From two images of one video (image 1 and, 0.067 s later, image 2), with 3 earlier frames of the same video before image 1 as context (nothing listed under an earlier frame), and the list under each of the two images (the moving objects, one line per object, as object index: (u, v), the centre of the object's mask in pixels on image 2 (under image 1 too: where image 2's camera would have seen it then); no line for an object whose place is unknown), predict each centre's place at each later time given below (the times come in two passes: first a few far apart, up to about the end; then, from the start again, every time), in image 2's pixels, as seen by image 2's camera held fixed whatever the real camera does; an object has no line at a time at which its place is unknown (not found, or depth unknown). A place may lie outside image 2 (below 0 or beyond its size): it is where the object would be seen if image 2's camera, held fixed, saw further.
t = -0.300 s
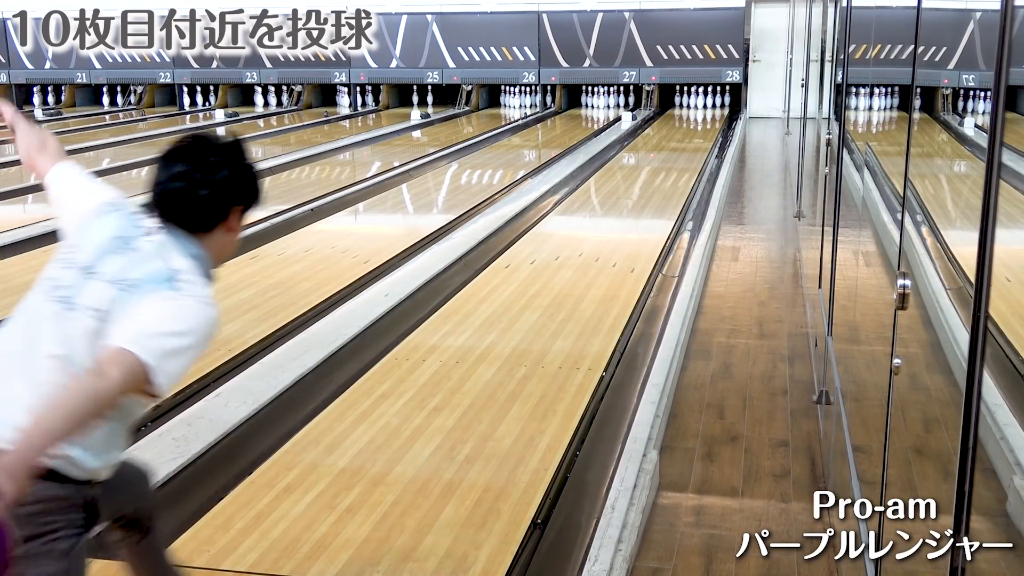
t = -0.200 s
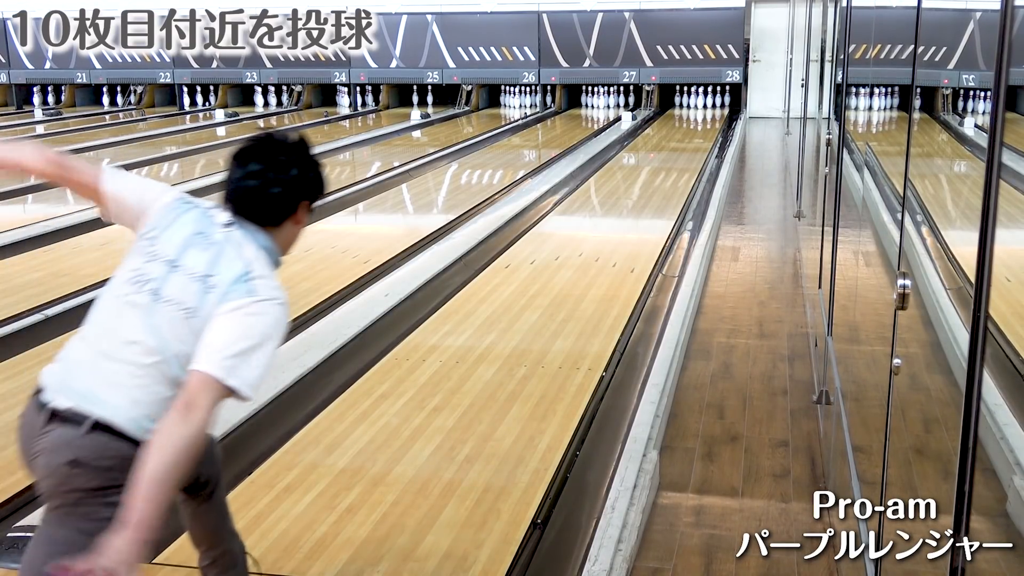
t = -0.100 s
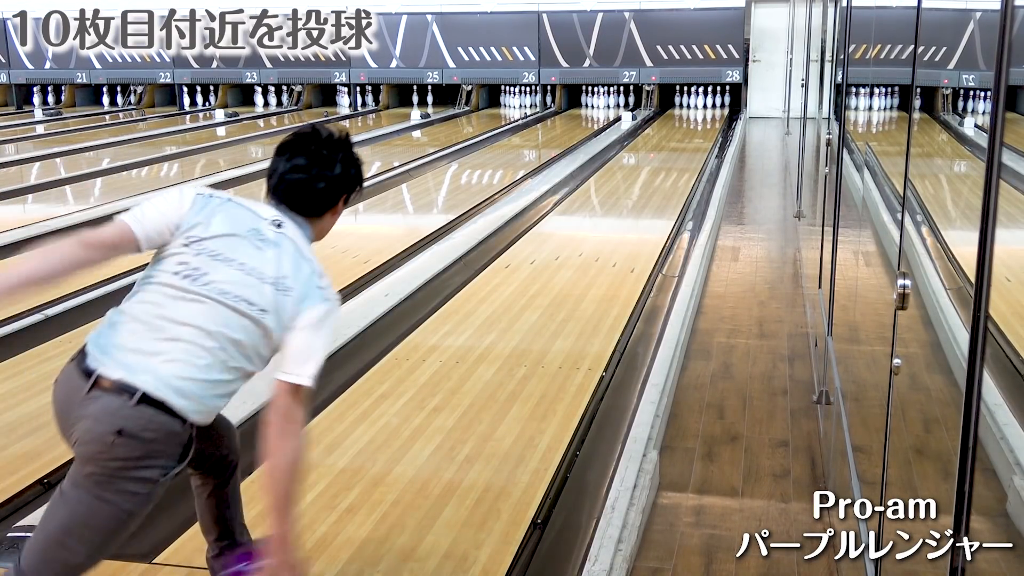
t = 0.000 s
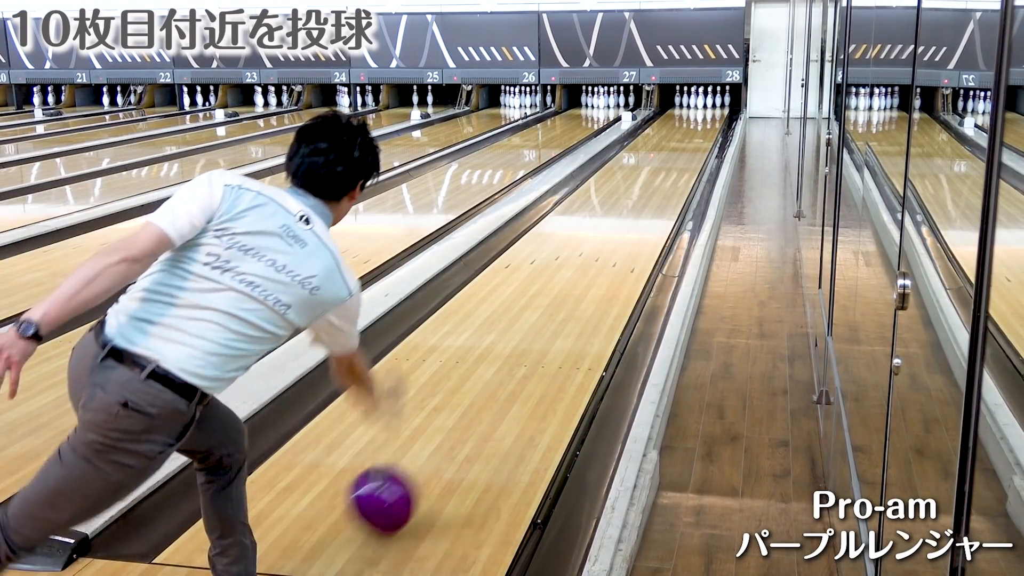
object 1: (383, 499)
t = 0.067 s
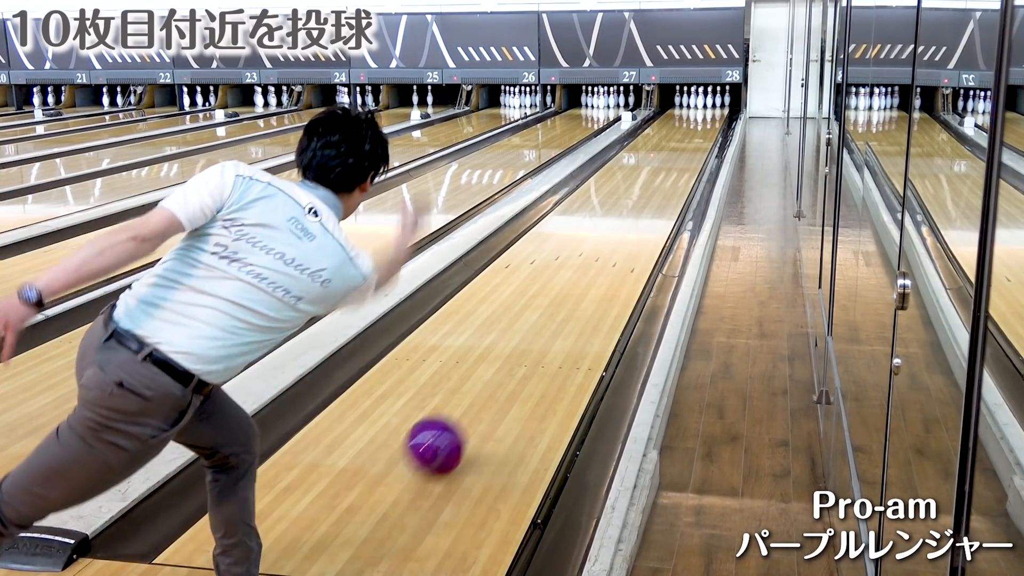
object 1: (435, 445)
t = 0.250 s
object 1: (531, 338)
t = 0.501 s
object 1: (601, 258)
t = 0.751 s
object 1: (642, 209)
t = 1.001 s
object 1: (668, 178)
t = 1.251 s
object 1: (685, 156)
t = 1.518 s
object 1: (697, 138)
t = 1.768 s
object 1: (703, 126)
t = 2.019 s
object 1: (704, 116)
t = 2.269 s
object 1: (702, 108)
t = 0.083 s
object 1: (446, 433)
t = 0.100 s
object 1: (457, 421)
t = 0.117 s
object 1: (467, 409)
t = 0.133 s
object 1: (477, 399)
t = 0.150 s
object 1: (486, 389)
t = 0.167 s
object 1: (494, 379)
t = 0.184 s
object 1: (503, 370)
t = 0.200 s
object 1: (510, 362)
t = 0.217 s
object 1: (517, 354)
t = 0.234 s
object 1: (524, 346)
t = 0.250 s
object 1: (531, 338)
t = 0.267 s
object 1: (537, 331)
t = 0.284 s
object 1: (543, 324)
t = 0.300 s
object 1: (549, 318)
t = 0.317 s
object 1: (554, 311)
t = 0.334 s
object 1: (559, 306)
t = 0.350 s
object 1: (564, 300)
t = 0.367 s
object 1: (569, 295)
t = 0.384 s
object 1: (574, 289)
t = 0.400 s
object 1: (578, 284)
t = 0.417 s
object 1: (582, 279)
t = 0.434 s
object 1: (587, 274)
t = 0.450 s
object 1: (591, 270)
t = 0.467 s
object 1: (594, 266)
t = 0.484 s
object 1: (598, 262)
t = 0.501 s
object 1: (601, 258)
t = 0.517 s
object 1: (605, 253)
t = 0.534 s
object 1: (608, 250)
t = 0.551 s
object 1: (611, 246)
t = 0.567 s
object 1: (614, 242)
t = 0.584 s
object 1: (617, 239)
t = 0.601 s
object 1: (620, 235)
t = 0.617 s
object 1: (623, 232)
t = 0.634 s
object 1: (626, 229)
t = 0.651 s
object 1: (628, 226)
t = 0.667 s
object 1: (631, 223)
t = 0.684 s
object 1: (633, 220)
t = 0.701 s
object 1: (636, 217)
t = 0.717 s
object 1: (638, 215)
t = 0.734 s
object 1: (640, 212)
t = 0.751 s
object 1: (642, 209)
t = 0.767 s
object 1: (644, 207)
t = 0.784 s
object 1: (647, 205)
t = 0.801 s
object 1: (648, 202)
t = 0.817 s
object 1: (650, 200)
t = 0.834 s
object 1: (652, 198)
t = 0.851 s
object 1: (654, 195)
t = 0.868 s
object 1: (656, 193)
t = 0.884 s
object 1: (657, 191)
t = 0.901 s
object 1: (659, 189)
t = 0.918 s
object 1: (661, 187)
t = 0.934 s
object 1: (662, 185)
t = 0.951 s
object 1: (664, 183)
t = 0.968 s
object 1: (665, 182)
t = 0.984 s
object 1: (667, 180)
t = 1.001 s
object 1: (668, 178)
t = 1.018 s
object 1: (669, 176)
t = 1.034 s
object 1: (671, 175)
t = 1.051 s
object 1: (672, 173)
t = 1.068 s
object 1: (673, 171)
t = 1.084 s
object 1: (674, 170)
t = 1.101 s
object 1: (675, 168)
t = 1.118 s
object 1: (677, 167)
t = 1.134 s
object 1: (678, 165)
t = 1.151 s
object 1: (679, 164)
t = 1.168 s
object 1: (680, 162)
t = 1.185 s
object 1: (681, 161)
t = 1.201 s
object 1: (682, 159)
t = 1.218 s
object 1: (683, 158)
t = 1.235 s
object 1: (684, 157)
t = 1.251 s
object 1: (685, 156)
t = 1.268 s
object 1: (686, 154)
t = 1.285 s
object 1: (687, 153)
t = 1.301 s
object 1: (688, 152)
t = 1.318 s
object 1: (689, 151)
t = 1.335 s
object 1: (689, 149)
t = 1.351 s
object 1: (690, 148)
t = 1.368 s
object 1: (691, 147)
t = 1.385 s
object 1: (692, 146)
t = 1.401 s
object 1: (692, 145)
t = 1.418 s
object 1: (693, 144)
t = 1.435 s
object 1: (694, 143)
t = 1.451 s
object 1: (694, 142)
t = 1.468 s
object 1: (695, 141)
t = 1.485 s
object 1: (696, 140)
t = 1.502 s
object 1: (697, 139)
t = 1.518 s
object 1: (697, 138)
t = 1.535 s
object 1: (698, 137)
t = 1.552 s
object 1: (698, 136)
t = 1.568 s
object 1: (699, 135)
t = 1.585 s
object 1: (699, 134)
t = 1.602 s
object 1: (700, 134)
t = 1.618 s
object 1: (700, 133)
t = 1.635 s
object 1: (700, 132)
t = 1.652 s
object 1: (701, 131)
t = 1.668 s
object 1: (701, 130)
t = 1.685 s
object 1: (702, 130)
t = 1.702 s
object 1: (702, 129)
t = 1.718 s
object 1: (702, 128)
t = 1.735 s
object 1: (703, 127)
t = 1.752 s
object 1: (703, 126)
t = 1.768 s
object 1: (703, 126)
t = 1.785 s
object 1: (703, 125)
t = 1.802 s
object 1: (703, 124)
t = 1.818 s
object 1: (703, 124)
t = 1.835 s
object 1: (704, 123)
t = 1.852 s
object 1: (704, 122)
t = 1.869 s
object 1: (704, 122)
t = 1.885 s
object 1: (704, 121)
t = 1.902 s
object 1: (704, 120)
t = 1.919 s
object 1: (704, 120)
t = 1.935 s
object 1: (704, 119)
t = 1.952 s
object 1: (705, 118)
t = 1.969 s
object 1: (704, 118)
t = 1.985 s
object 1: (704, 117)
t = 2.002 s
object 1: (705, 116)
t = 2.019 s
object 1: (704, 116)
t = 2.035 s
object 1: (704, 115)
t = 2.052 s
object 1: (704, 115)
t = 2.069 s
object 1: (704, 114)
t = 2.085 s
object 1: (704, 114)
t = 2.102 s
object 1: (704, 113)
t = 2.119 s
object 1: (704, 113)
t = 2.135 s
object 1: (704, 112)
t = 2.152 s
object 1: (703, 111)
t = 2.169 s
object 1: (703, 111)
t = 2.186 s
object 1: (703, 111)
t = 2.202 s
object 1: (703, 110)
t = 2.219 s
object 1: (703, 110)
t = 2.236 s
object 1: (702, 109)
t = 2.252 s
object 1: (702, 109)
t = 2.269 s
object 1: (702, 108)
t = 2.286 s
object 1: (701, 108)
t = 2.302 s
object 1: (701, 107)
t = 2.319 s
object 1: (701, 107)
